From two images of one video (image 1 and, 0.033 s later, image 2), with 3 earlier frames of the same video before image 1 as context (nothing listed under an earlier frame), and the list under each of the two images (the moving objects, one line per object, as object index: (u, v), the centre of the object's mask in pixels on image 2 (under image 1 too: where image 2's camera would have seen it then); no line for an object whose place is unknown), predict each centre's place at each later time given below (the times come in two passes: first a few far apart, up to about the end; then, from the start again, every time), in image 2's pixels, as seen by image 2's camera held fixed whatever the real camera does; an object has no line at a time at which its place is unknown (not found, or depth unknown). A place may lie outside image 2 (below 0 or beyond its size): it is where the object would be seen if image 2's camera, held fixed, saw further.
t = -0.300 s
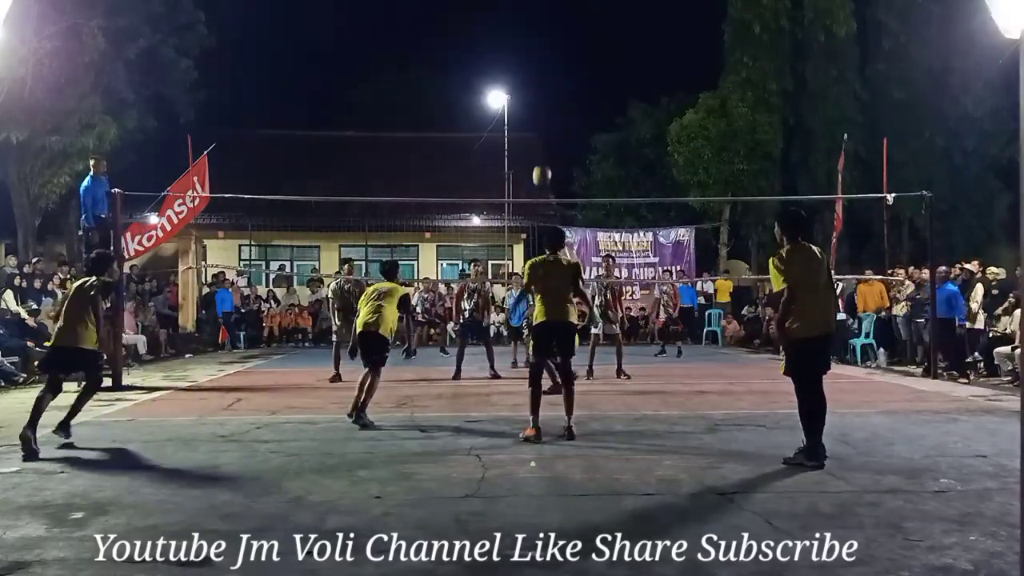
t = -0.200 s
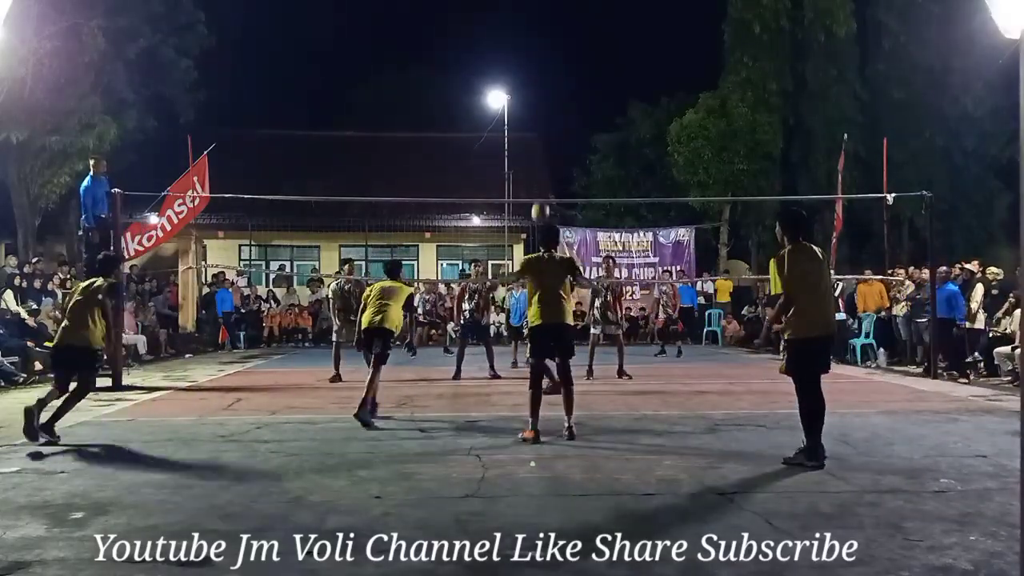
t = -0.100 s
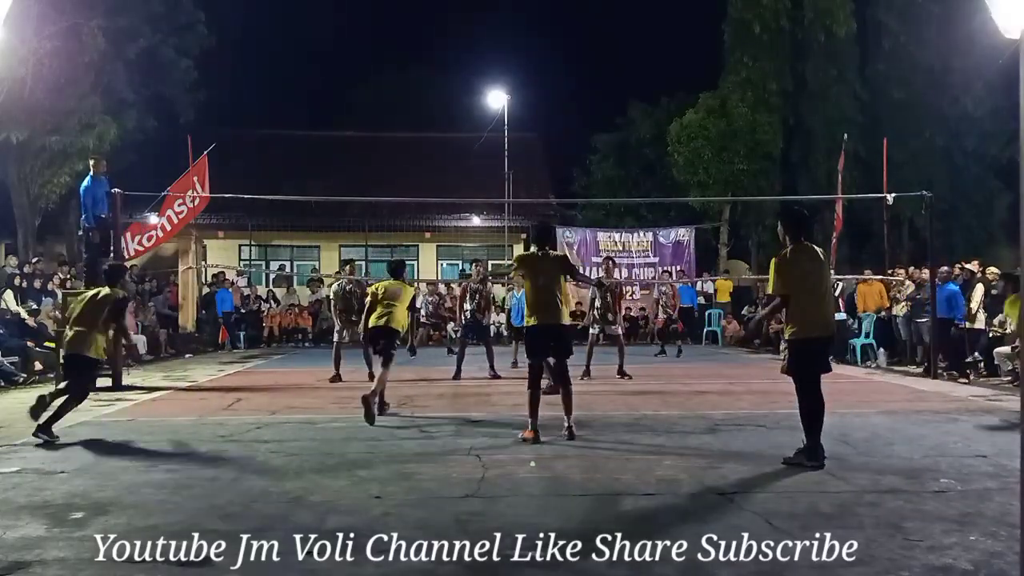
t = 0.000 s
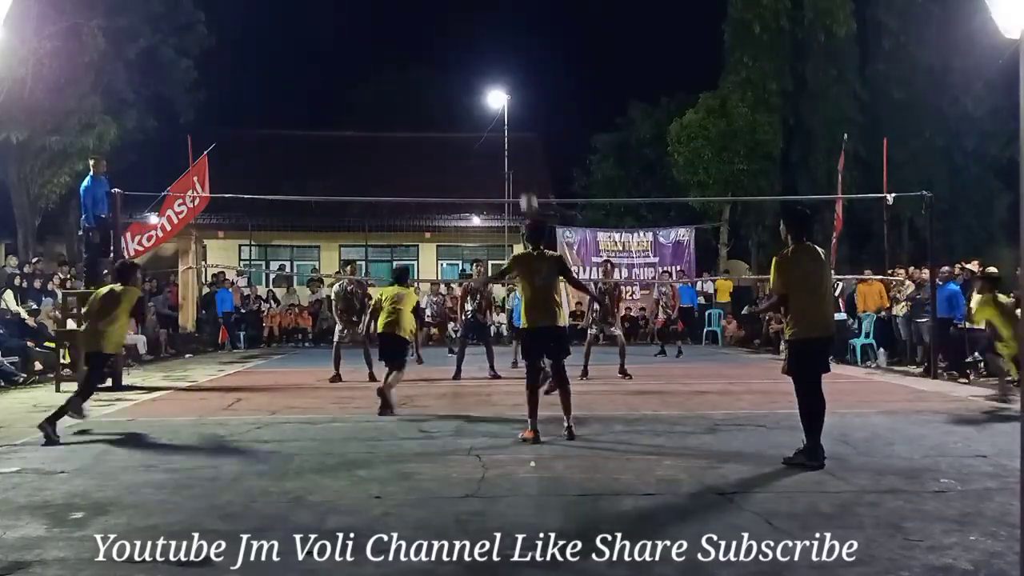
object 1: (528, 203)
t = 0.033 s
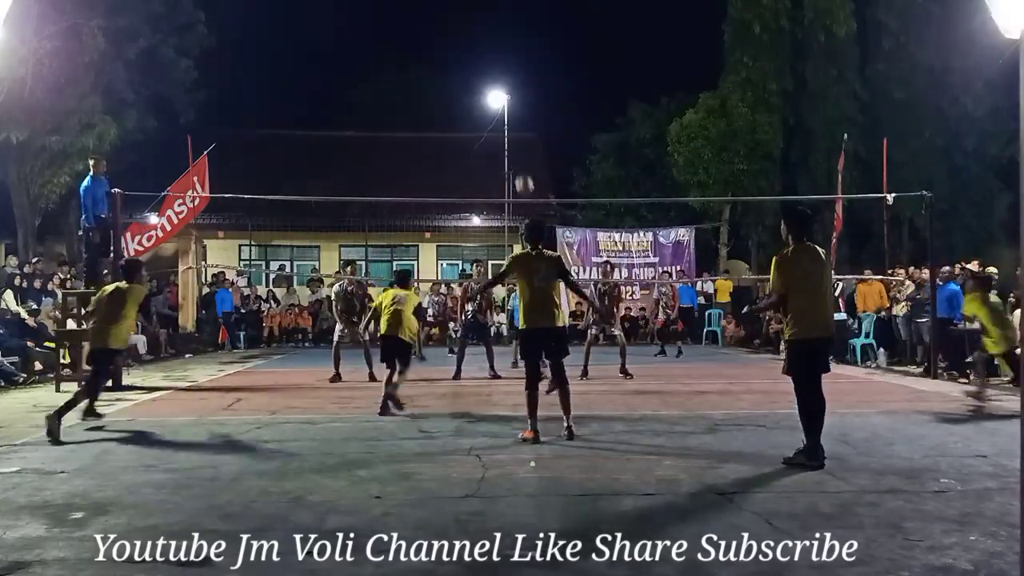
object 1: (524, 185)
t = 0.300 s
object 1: (492, 76)
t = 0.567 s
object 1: (459, 26)
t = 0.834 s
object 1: (429, 36)
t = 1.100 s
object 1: (400, 102)
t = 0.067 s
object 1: (520, 167)
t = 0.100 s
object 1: (517, 152)
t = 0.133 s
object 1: (513, 136)
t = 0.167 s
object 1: (508, 122)
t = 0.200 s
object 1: (507, 109)
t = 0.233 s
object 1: (499, 94)
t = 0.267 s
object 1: (496, 84)
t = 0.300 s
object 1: (492, 76)
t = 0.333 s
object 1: (487, 66)
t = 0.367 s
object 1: (483, 57)
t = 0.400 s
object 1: (479, 50)
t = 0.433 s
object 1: (475, 43)
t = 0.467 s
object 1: (471, 38)
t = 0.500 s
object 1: (467, 33)
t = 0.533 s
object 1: (463, 29)
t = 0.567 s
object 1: (459, 26)
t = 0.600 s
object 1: (456, 24)
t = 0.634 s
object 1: (452, 23)
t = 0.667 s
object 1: (448, 23)
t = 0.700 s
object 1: (444, 24)
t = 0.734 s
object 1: (440, 26)
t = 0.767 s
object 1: (436, 28)
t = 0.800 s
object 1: (433, 32)
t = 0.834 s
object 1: (429, 36)
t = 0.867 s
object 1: (425, 42)
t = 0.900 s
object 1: (422, 48)
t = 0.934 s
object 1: (418, 55)
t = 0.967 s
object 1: (414, 63)
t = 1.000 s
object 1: (411, 71)
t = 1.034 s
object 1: (407, 81)
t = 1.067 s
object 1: (404, 91)
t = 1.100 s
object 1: (400, 102)
